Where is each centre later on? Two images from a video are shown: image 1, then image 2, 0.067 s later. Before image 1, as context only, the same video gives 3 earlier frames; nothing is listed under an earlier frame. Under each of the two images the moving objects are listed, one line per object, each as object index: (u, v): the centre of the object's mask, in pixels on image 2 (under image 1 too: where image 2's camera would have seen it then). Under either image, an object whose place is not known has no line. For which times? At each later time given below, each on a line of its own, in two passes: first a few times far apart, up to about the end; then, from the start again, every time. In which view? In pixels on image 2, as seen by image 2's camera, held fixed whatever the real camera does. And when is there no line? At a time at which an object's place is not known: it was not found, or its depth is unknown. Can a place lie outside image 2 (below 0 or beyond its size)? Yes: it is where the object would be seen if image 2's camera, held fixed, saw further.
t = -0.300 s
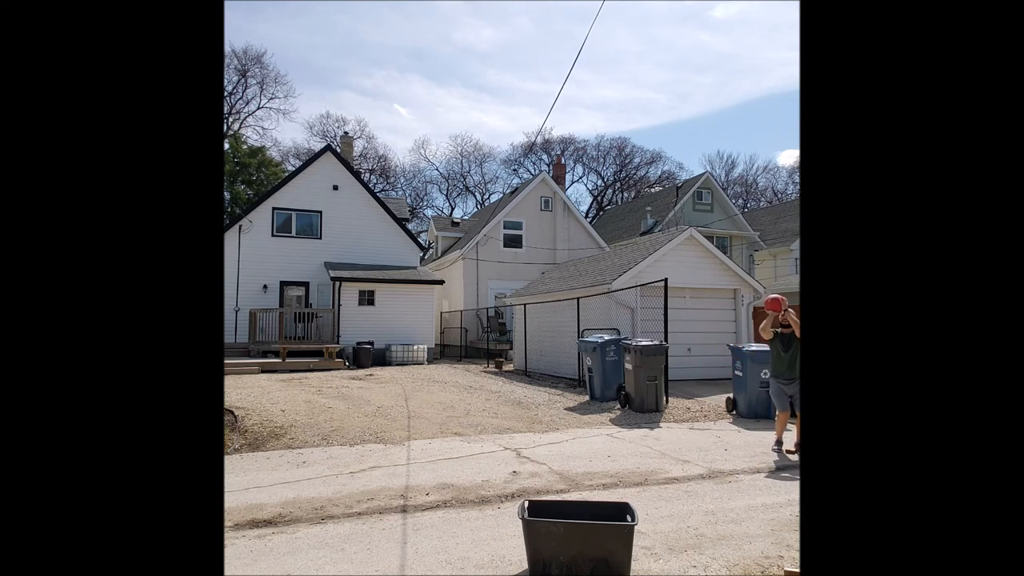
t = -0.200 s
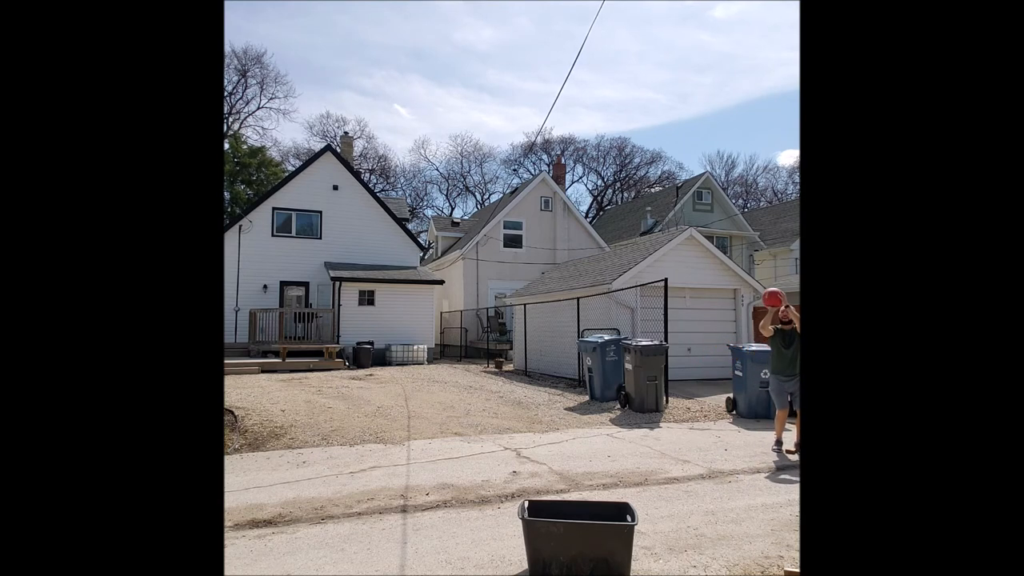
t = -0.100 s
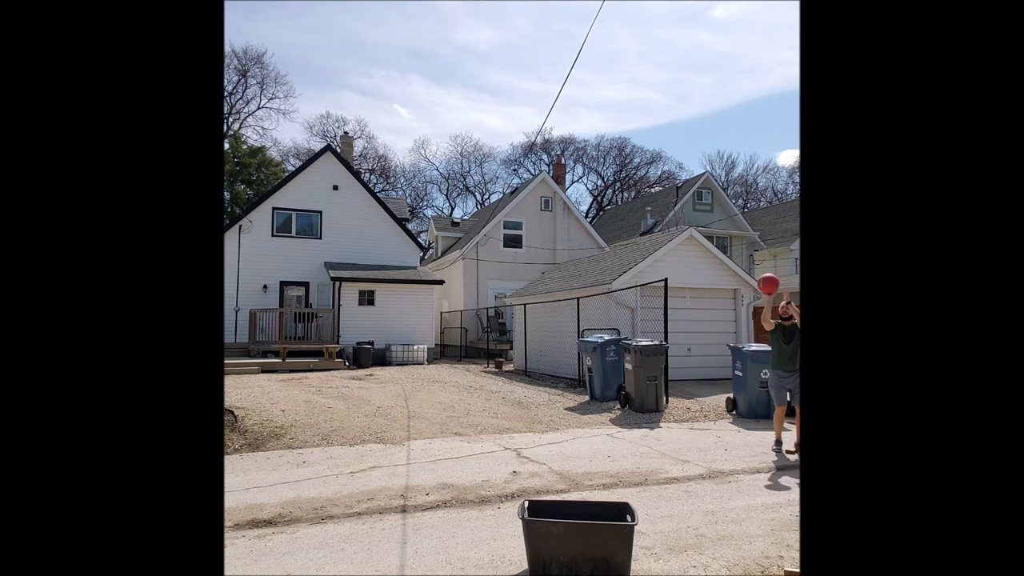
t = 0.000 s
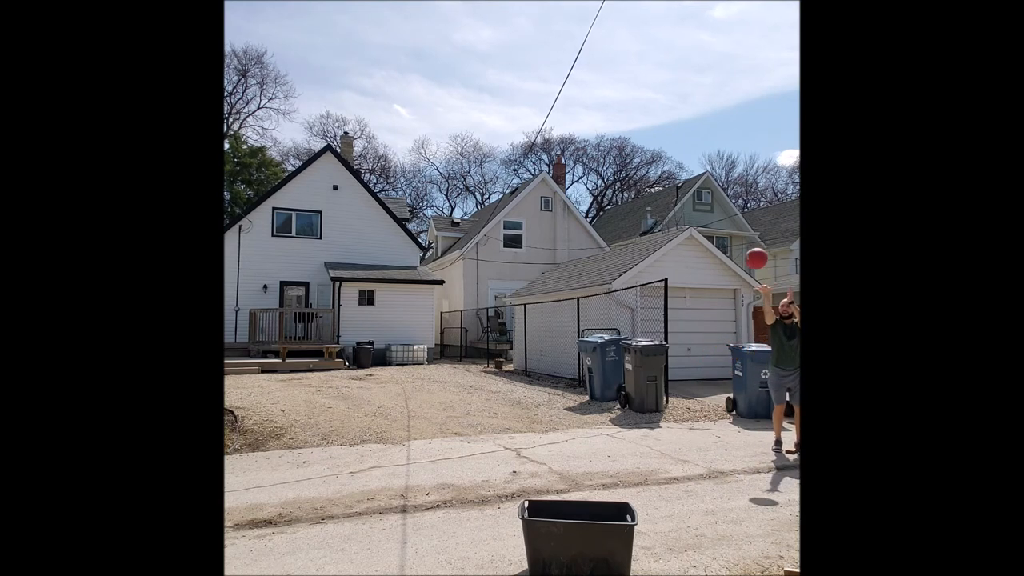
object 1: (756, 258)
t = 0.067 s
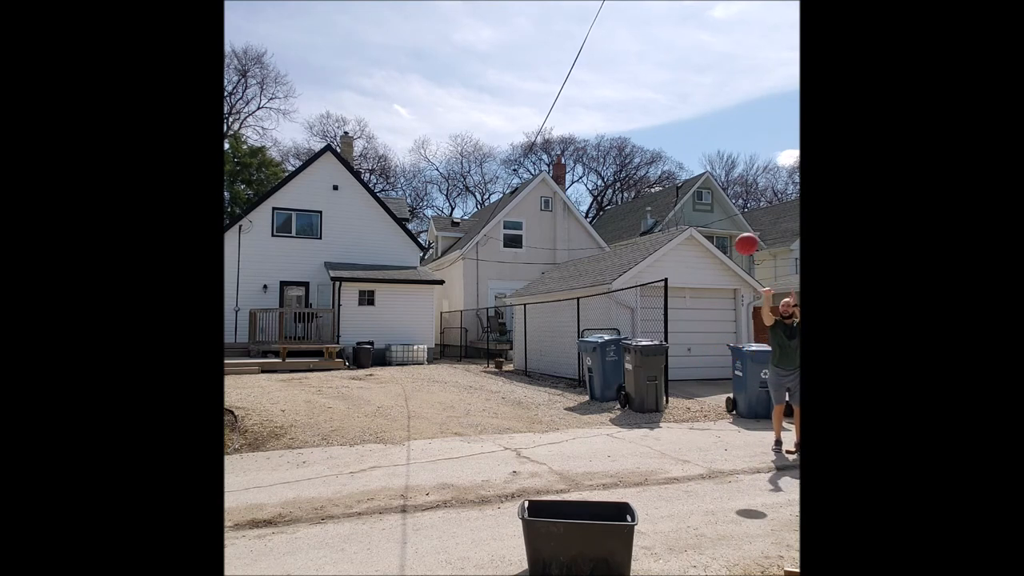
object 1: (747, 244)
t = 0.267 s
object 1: (714, 221)
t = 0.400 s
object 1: (688, 229)
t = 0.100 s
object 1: (741, 238)
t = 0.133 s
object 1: (736, 233)
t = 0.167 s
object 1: (731, 228)
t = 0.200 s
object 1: (725, 225)
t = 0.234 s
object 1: (720, 223)
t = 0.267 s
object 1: (714, 221)
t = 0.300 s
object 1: (708, 221)
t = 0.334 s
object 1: (702, 222)
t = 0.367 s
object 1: (695, 225)
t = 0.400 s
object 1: (688, 229)
